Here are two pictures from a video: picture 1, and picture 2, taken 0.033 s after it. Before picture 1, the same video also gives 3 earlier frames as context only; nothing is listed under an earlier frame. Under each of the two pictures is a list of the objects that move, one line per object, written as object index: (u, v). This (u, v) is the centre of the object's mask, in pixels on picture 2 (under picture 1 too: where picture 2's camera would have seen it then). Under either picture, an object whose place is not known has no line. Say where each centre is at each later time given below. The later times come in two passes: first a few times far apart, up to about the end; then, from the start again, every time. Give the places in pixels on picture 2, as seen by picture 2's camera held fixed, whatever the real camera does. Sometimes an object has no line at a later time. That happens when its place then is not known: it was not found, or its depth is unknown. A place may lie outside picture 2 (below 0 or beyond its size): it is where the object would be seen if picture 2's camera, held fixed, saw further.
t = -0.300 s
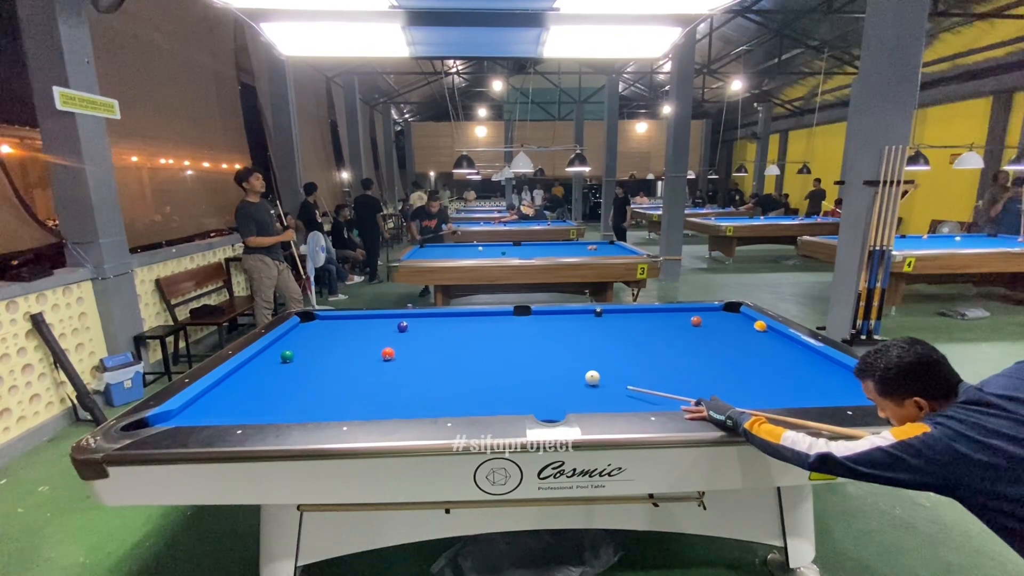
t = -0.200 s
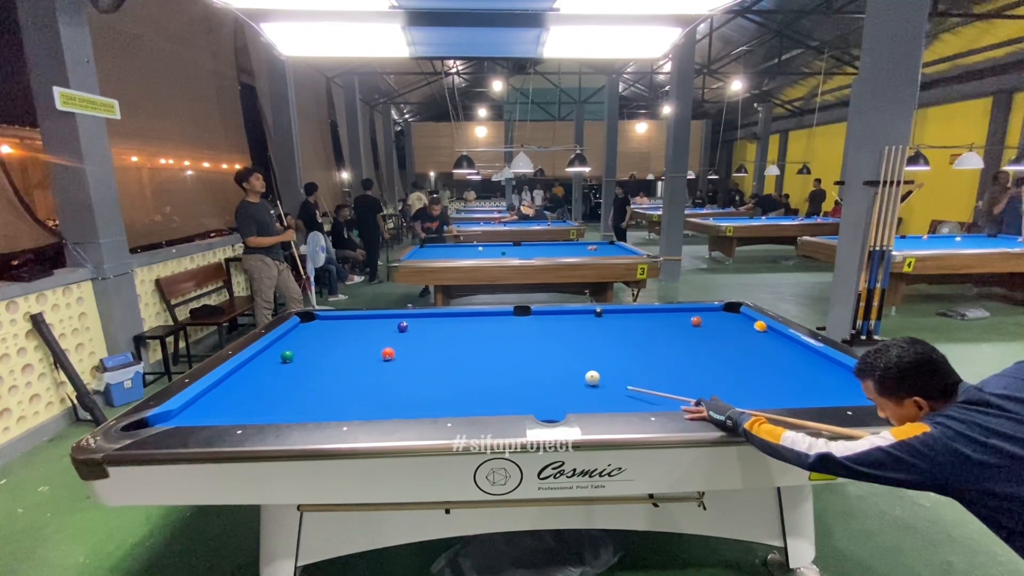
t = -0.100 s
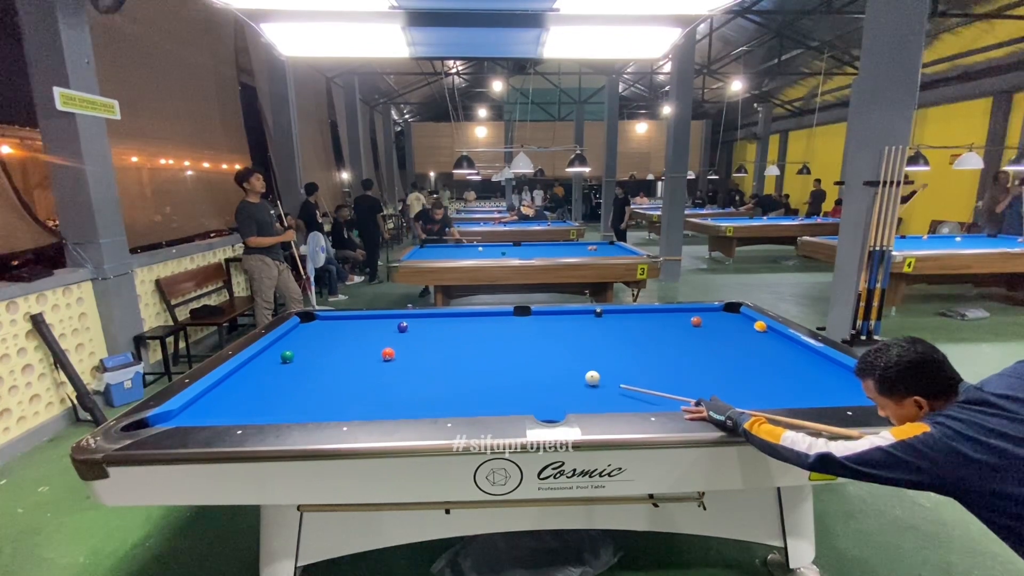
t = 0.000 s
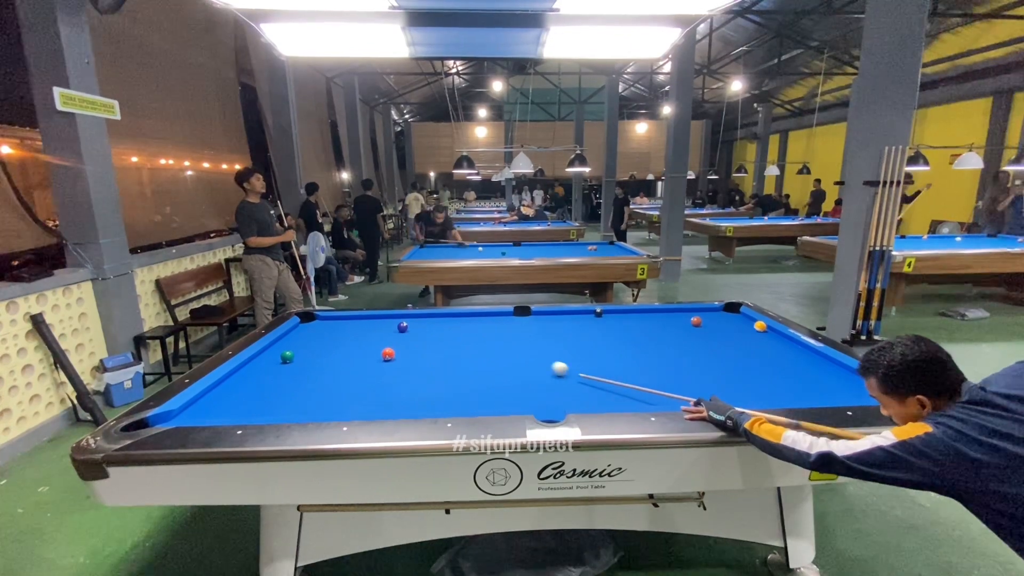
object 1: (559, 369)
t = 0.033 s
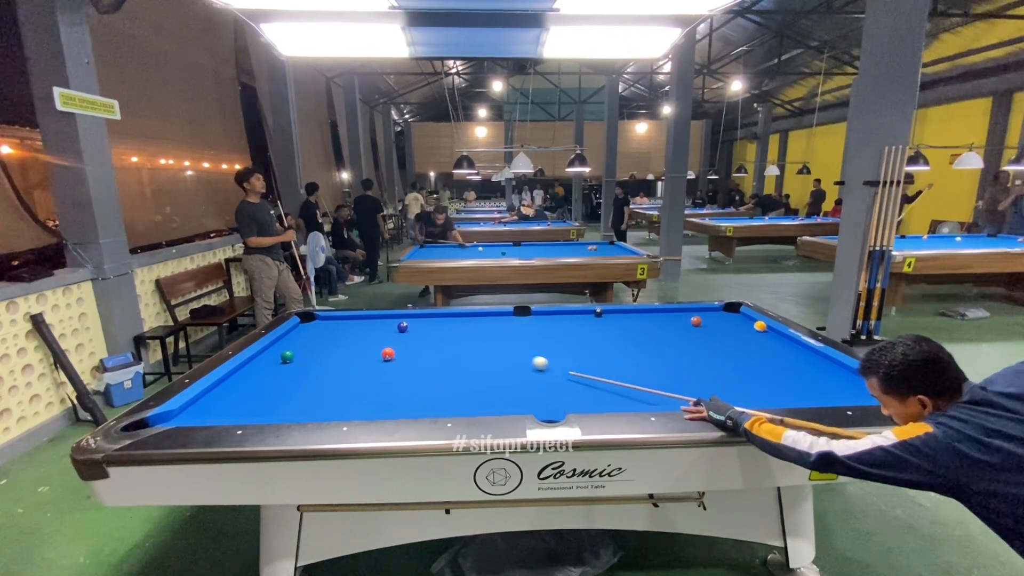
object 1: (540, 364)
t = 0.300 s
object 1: (433, 334)
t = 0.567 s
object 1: (415, 320)
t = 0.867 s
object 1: (410, 320)
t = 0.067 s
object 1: (522, 359)
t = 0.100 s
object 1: (506, 354)
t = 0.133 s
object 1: (491, 350)
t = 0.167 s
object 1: (478, 347)
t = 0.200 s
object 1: (465, 343)
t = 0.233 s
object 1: (453, 340)
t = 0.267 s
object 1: (443, 337)
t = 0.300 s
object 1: (433, 334)
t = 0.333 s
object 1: (424, 332)
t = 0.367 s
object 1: (415, 329)
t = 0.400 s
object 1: (413, 327)
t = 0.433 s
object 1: (414, 326)
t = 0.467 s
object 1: (415, 324)
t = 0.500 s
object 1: (416, 323)
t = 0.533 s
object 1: (416, 322)
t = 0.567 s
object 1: (415, 320)
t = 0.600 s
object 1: (415, 319)
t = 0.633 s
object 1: (414, 318)
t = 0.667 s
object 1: (414, 316)
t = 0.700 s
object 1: (413, 316)
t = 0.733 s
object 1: (412, 317)
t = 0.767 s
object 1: (412, 318)
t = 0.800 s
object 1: (411, 318)
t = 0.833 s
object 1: (411, 319)
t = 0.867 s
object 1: (410, 320)
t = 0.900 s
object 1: (409, 321)
